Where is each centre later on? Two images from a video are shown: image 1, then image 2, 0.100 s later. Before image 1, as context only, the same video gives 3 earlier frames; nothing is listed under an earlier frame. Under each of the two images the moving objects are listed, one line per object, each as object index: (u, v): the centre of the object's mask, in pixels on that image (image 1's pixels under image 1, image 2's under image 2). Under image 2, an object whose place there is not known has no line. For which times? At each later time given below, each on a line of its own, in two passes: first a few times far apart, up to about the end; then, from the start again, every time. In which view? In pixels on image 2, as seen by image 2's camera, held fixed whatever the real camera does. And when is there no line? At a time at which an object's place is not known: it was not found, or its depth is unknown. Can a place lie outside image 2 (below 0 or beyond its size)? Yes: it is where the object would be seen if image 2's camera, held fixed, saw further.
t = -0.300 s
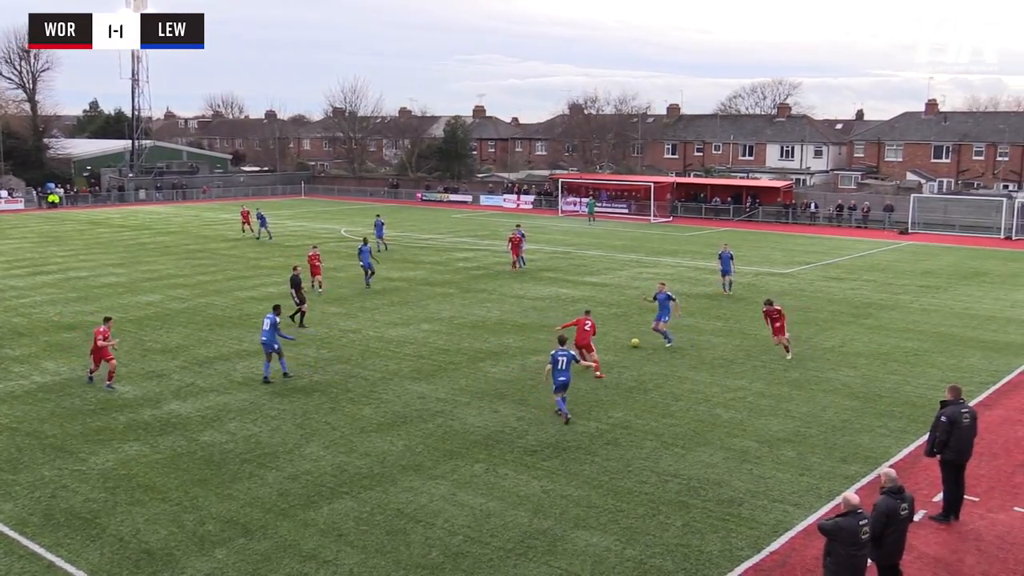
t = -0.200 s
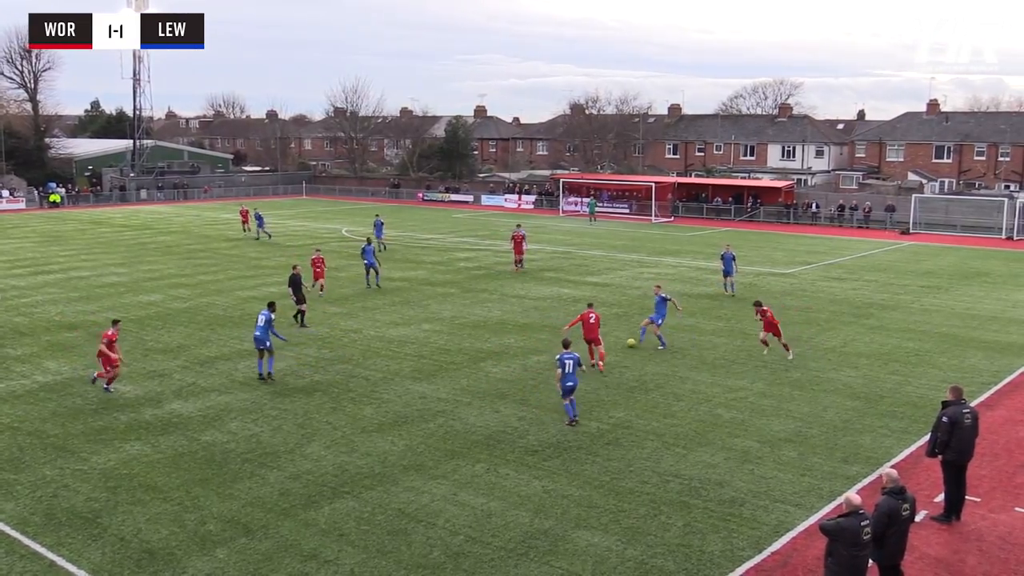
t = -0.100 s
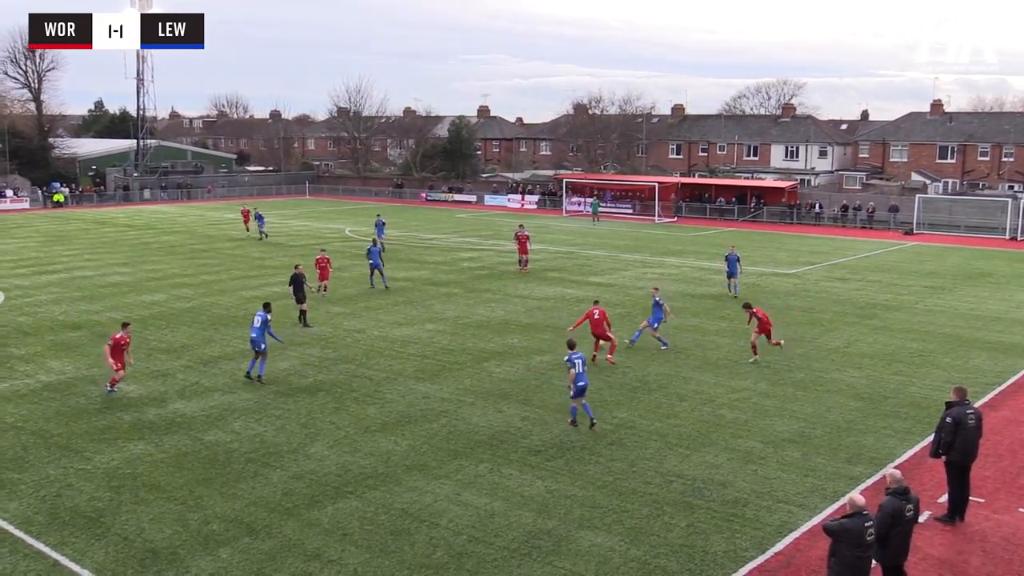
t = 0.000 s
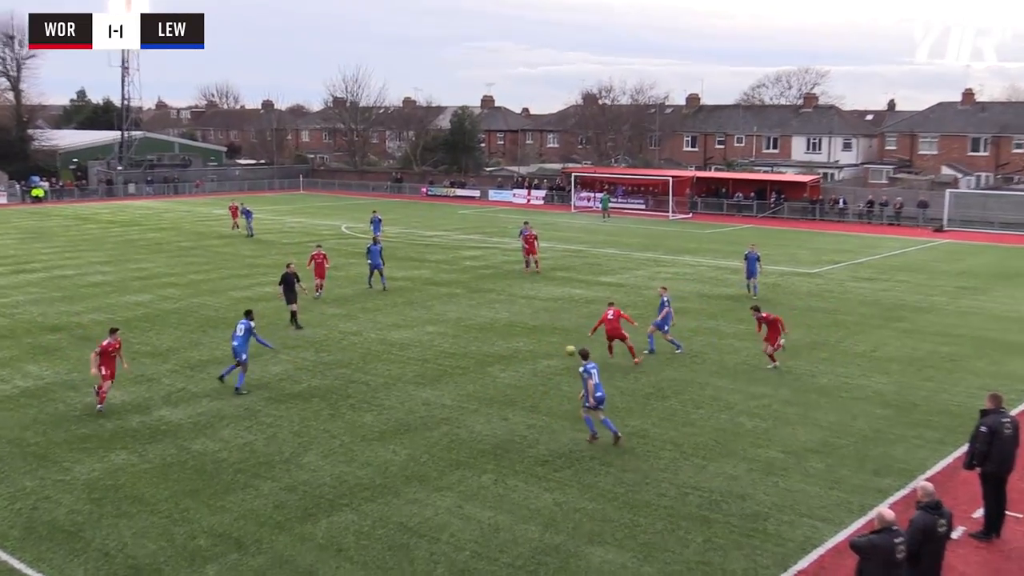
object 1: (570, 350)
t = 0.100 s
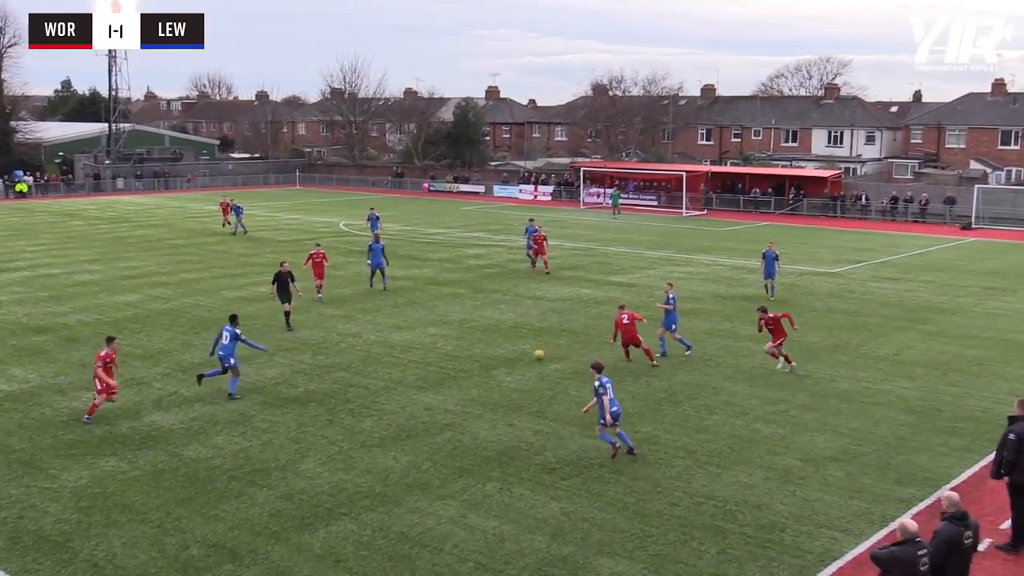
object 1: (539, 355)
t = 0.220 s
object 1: (495, 357)
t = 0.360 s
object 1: (447, 358)
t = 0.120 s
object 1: (531, 355)
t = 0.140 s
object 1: (524, 355)
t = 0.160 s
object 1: (516, 356)
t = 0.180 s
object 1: (509, 356)
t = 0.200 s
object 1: (502, 357)
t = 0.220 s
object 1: (495, 357)
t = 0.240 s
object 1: (487, 358)
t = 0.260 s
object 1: (480, 358)
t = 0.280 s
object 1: (473, 358)
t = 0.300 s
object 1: (466, 358)
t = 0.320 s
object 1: (460, 358)
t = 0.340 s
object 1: (453, 358)
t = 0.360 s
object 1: (447, 358)
